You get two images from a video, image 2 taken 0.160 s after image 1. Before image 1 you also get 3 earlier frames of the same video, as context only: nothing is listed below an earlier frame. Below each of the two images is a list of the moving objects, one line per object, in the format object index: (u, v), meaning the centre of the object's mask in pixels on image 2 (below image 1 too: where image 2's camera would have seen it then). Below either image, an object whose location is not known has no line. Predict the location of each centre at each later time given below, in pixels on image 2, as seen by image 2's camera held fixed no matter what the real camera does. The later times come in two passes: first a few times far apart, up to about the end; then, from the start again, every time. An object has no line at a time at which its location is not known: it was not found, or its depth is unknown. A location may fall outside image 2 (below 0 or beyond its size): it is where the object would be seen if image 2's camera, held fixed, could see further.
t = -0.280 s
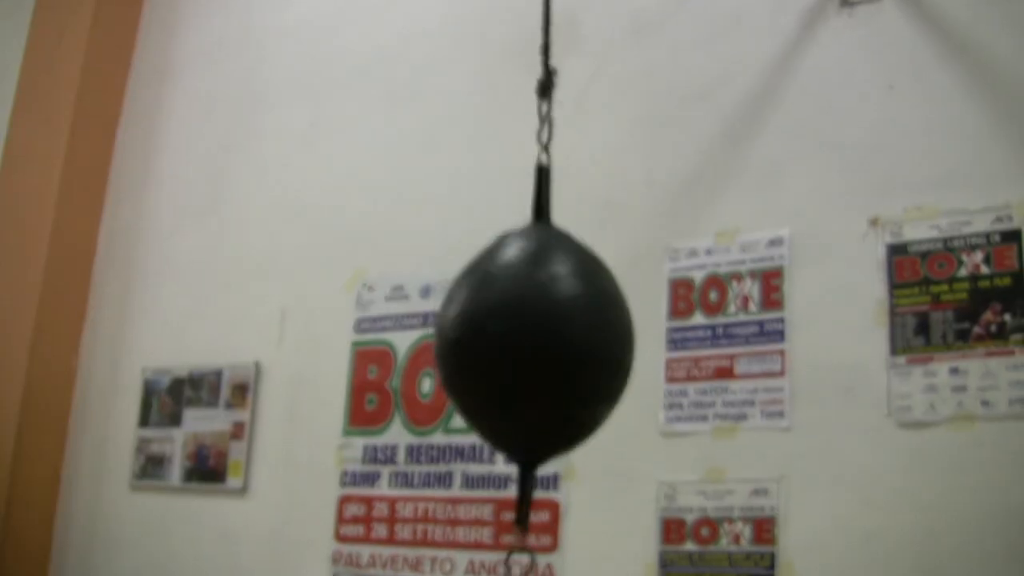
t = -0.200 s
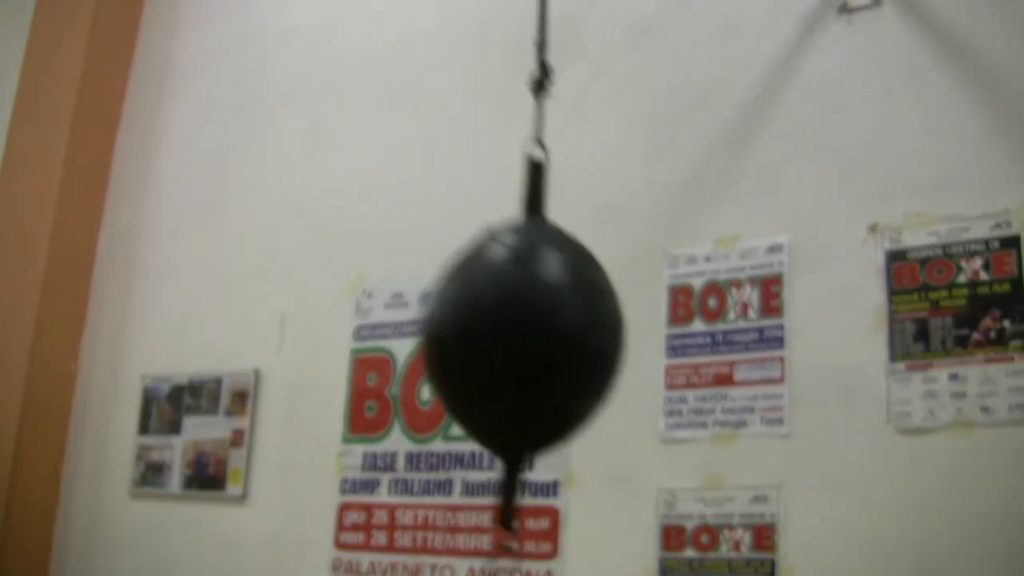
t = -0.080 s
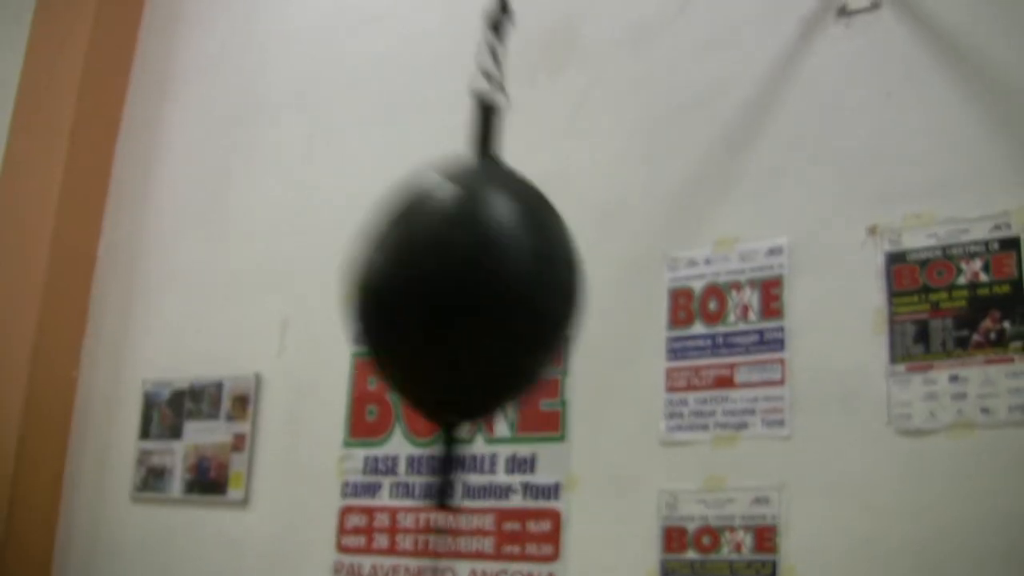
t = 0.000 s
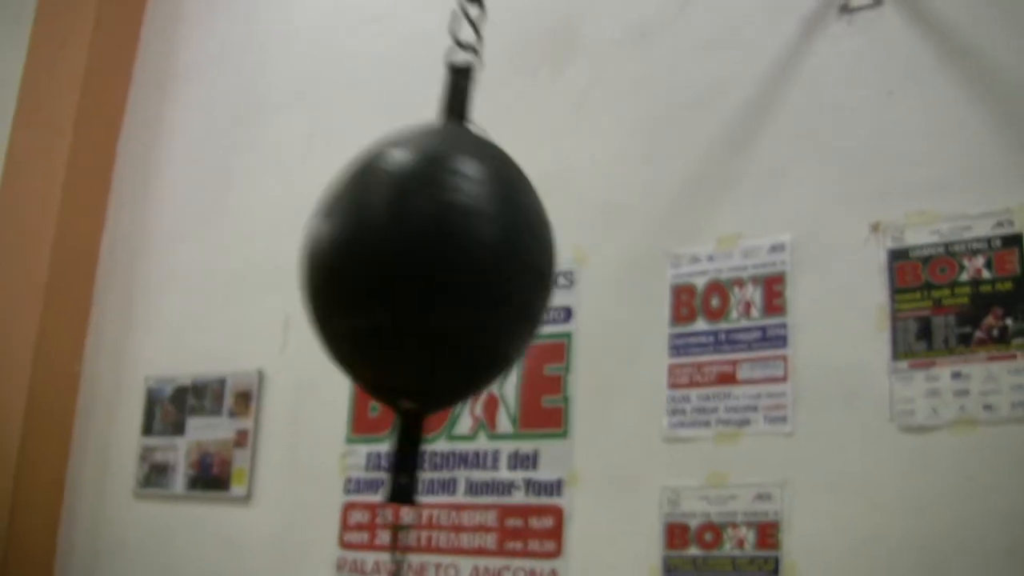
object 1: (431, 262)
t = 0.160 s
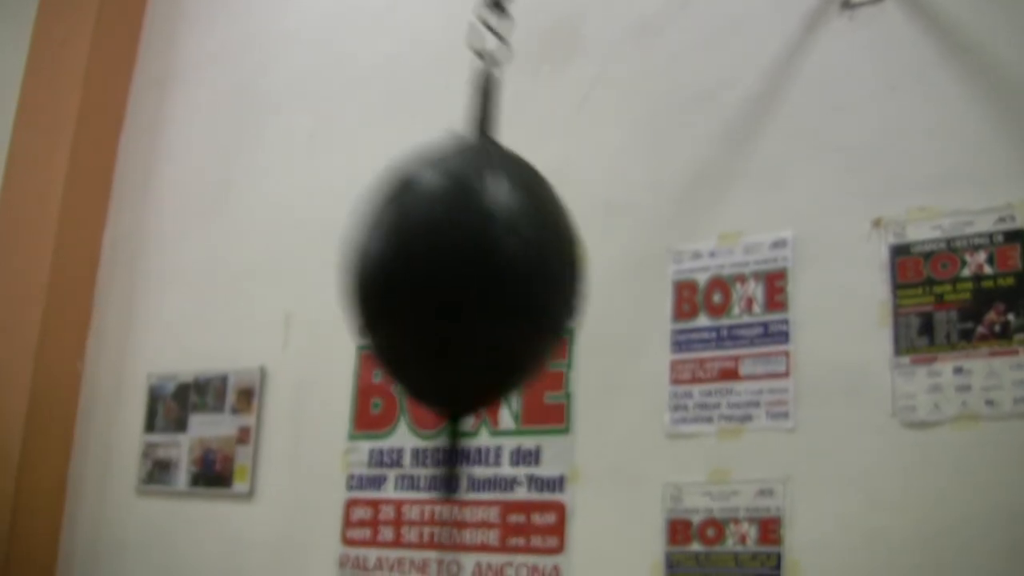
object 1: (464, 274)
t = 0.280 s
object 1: (524, 328)
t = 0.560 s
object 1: (474, 281)
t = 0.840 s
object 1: (501, 291)
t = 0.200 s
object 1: (489, 291)
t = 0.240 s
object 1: (509, 310)
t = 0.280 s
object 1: (524, 328)
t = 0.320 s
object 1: (533, 340)
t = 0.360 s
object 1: (536, 345)
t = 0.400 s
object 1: (533, 343)
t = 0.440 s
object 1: (525, 332)
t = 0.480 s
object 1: (511, 316)
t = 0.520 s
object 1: (494, 296)
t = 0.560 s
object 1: (474, 281)
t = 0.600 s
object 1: (455, 270)
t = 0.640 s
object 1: (442, 264)
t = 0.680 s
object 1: (438, 263)
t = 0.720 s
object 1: (445, 263)
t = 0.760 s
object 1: (460, 266)
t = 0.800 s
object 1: (479, 276)
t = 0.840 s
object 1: (501, 291)
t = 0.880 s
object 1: (519, 308)
